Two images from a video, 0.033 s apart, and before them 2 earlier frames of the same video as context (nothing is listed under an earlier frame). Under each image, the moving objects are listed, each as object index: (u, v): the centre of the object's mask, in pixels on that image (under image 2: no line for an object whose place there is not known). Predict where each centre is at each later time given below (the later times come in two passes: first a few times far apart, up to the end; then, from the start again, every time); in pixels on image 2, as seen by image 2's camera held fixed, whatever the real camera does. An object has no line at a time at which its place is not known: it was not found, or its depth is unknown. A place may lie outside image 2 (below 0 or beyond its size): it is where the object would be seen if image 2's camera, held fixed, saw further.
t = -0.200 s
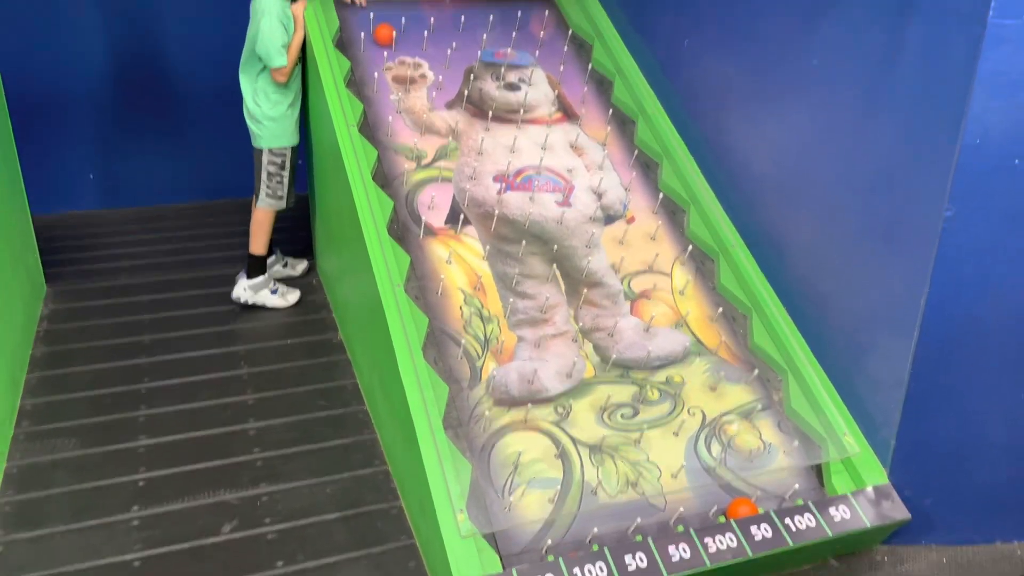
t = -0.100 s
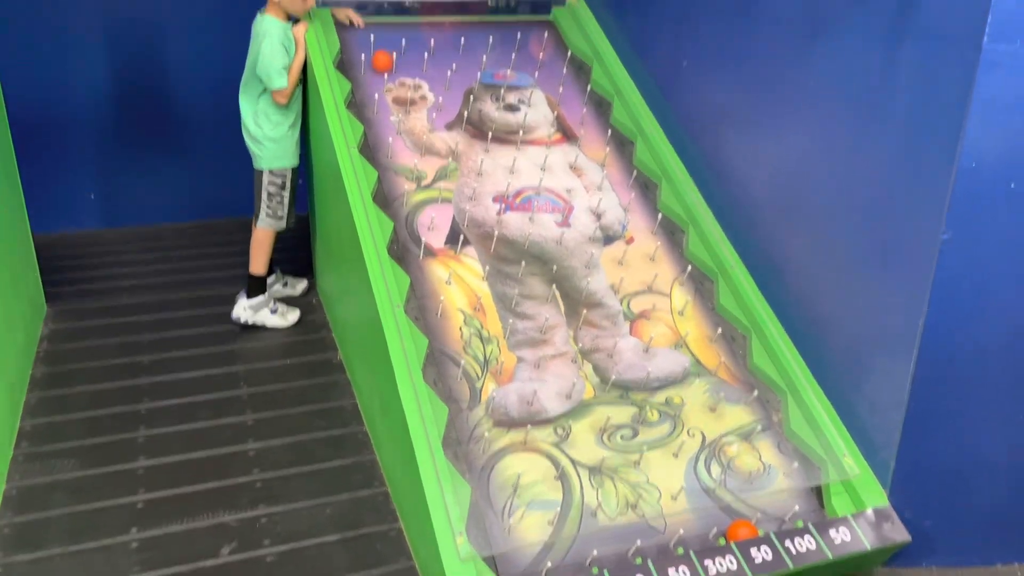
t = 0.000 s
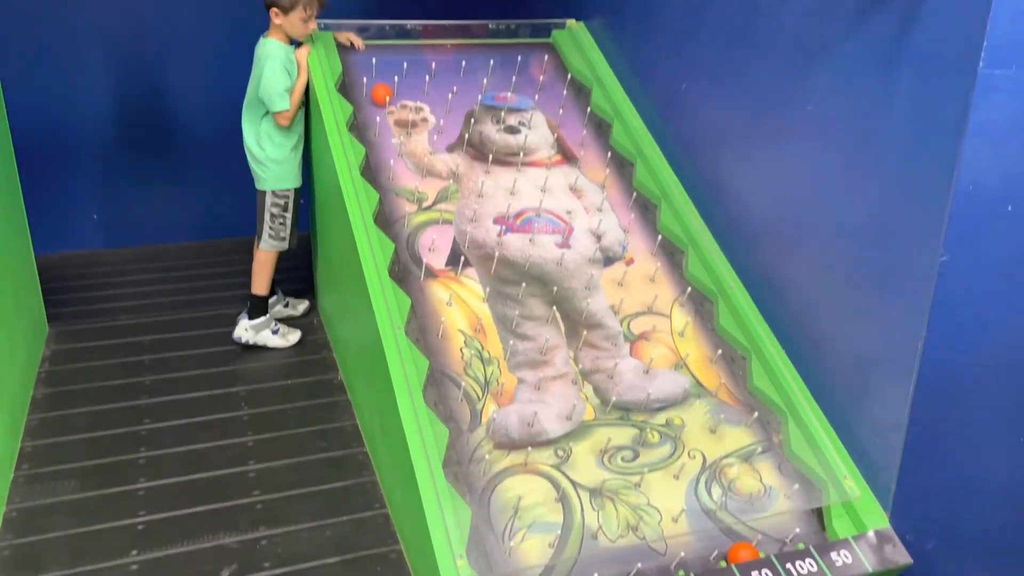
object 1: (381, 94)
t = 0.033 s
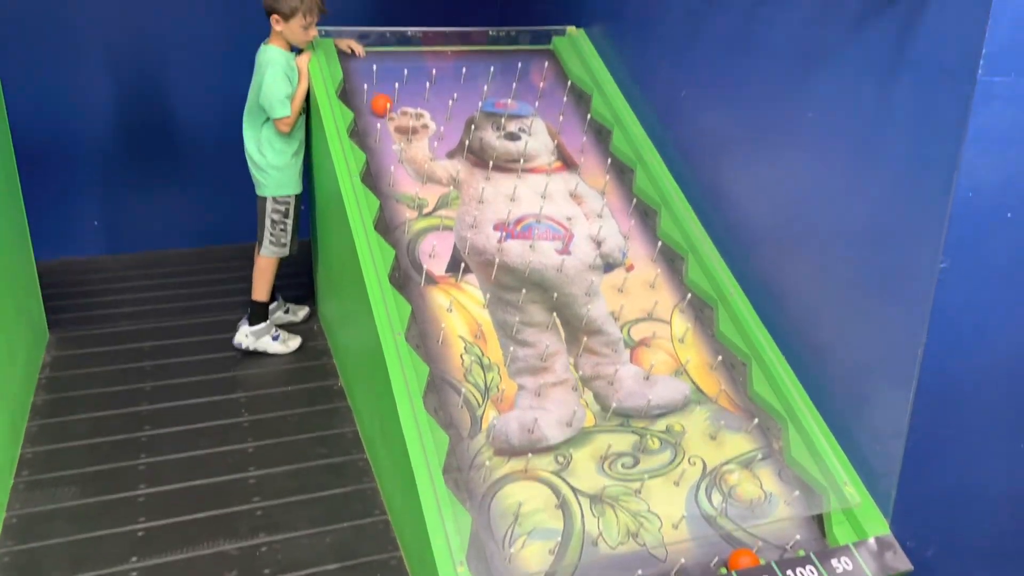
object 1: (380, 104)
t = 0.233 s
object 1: (370, 114)
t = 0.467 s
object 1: (399, 135)
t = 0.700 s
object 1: (419, 148)
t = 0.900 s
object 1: (422, 165)
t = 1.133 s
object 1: (431, 166)
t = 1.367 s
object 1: (461, 190)
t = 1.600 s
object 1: (458, 208)
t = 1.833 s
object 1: (463, 233)
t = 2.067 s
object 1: (475, 237)
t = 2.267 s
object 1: (501, 260)
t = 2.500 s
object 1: (535, 283)
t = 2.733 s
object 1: (545, 287)
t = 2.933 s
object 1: (544, 308)
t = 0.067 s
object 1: (377, 105)
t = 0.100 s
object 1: (373, 105)
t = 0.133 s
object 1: (369, 108)
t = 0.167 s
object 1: (366, 110)
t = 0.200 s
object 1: (366, 112)
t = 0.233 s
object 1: (370, 114)
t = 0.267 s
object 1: (374, 116)
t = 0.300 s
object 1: (377, 119)
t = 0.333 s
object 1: (381, 124)
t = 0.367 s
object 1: (386, 126)
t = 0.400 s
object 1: (390, 128)
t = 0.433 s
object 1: (396, 132)
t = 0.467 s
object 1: (399, 135)
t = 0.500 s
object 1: (402, 140)
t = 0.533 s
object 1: (405, 146)
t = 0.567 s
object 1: (411, 145)
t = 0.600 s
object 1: (417, 146)
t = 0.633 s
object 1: (423, 148)
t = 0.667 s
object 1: (421, 148)
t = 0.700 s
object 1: (419, 148)
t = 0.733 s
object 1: (418, 150)
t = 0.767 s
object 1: (419, 152)
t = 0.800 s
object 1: (419, 155)
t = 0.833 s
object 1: (420, 158)
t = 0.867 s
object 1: (421, 161)
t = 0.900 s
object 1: (422, 165)
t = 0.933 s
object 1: (422, 162)
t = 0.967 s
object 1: (422, 162)
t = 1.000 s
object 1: (423, 162)
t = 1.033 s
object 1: (424, 163)
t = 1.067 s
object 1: (426, 165)
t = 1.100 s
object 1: (428, 166)
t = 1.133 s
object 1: (431, 166)
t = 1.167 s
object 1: (435, 168)
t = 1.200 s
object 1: (437, 170)
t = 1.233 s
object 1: (441, 174)
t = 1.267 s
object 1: (445, 177)
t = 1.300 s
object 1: (450, 182)
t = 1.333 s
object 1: (454, 186)
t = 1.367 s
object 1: (461, 190)
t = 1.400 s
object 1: (467, 193)
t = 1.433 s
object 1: (469, 197)
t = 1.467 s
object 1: (469, 203)
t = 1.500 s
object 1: (469, 209)
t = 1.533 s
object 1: (466, 208)
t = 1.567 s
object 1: (461, 208)
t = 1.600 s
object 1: (458, 208)
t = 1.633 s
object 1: (456, 210)
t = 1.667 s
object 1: (455, 213)
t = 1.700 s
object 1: (454, 216)
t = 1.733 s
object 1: (455, 220)
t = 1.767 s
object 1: (457, 224)
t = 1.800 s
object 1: (459, 229)
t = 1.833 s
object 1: (463, 233)
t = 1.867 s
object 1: (463, 232)
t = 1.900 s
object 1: (463, 230)
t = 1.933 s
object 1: (464, 231)
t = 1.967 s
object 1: (466, 232)
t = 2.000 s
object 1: (468, 234)
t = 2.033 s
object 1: (471, 236)
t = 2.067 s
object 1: (475, 237)
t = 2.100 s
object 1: (479, 239)
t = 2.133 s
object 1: (482, 242)
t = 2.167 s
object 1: (486, 246)
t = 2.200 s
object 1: (491, 250)
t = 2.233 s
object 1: (496, 255)
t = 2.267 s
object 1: (501, 260)
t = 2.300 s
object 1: (509, 263)
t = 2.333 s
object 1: (516, 267)
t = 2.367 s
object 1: (519, 272)
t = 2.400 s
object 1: (522, 279)
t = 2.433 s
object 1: (526, 284)
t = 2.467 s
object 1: (531, 283)
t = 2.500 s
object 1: (535, 283)
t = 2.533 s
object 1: (541, 284)
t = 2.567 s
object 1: (547, 285)
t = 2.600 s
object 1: (548, 285)
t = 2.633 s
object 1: (548, 284)
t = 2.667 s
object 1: (547, 285)
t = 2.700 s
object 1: (546, 285)
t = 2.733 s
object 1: (545, 287)
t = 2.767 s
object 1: (544, 288)
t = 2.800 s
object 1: (543, 291)
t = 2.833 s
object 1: (543, 294)
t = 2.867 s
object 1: (543, 298)
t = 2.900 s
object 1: (543, 303)
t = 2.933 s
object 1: (544, 308)
